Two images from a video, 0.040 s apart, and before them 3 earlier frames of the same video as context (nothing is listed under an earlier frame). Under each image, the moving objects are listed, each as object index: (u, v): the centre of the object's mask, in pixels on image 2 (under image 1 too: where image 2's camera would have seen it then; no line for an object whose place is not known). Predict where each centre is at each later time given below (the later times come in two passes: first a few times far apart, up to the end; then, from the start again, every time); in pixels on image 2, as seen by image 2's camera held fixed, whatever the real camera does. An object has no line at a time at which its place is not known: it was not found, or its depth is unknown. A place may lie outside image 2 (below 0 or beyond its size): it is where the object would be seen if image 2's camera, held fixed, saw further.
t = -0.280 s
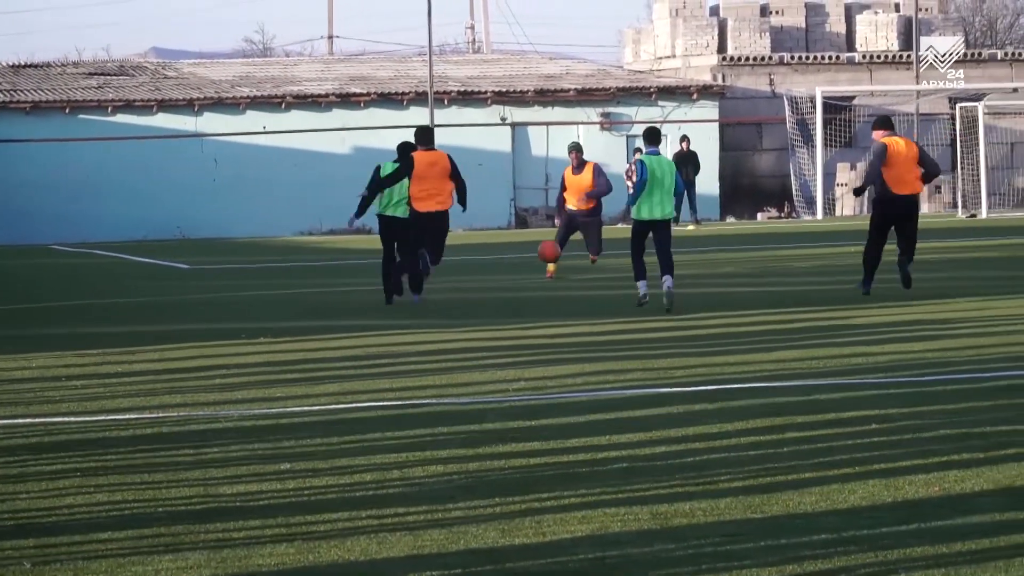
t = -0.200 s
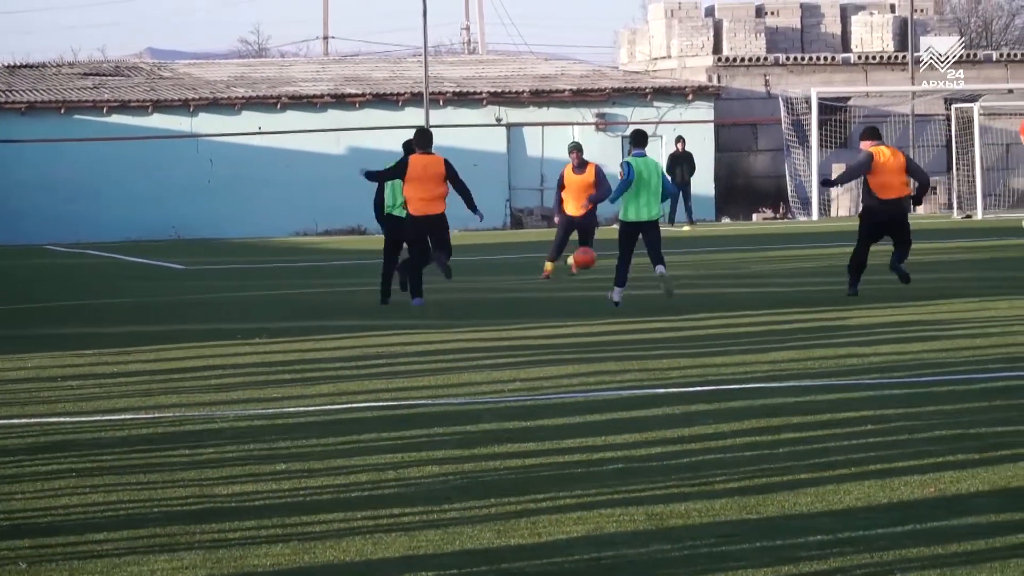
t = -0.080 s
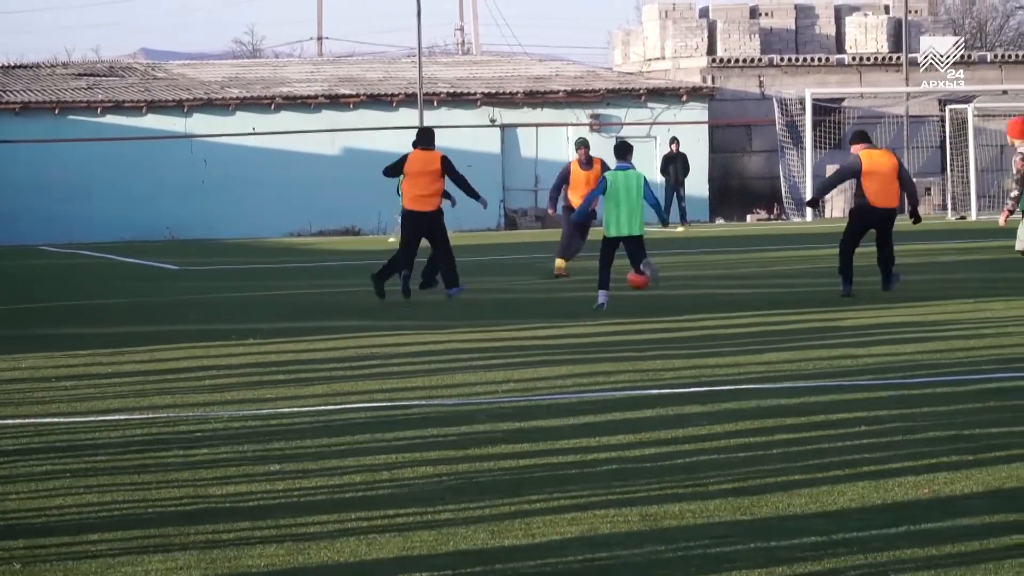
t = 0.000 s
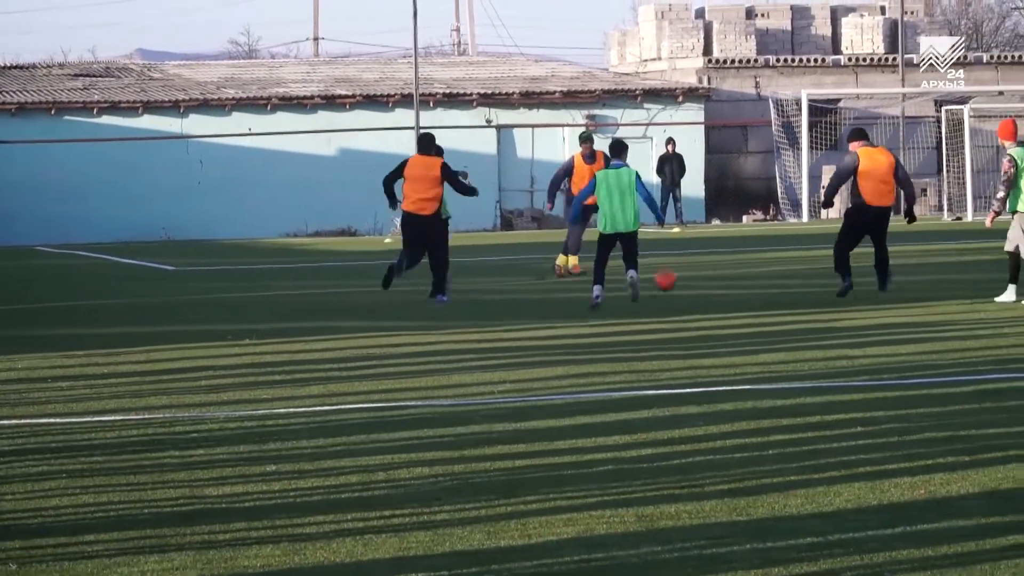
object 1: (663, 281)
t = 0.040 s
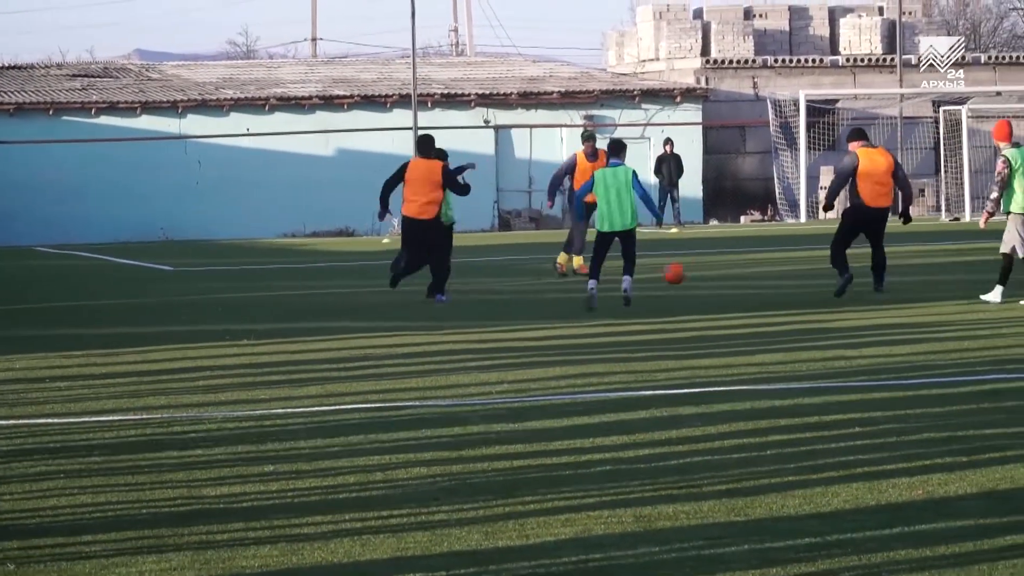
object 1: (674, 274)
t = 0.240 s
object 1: (733, 260)
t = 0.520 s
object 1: (813, 273)
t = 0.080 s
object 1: (686, 268)
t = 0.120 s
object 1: (698, 264)
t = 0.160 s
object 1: (710, 261)
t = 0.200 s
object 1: (721, 260)
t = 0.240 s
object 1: (733, 260)
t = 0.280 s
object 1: (744, 263)
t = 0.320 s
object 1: (756, 267)
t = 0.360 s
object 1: (767, 272)
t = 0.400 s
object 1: (778, 279)
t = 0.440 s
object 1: (789, 280)
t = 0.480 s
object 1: (802, 275)
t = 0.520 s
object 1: (813, 273)
